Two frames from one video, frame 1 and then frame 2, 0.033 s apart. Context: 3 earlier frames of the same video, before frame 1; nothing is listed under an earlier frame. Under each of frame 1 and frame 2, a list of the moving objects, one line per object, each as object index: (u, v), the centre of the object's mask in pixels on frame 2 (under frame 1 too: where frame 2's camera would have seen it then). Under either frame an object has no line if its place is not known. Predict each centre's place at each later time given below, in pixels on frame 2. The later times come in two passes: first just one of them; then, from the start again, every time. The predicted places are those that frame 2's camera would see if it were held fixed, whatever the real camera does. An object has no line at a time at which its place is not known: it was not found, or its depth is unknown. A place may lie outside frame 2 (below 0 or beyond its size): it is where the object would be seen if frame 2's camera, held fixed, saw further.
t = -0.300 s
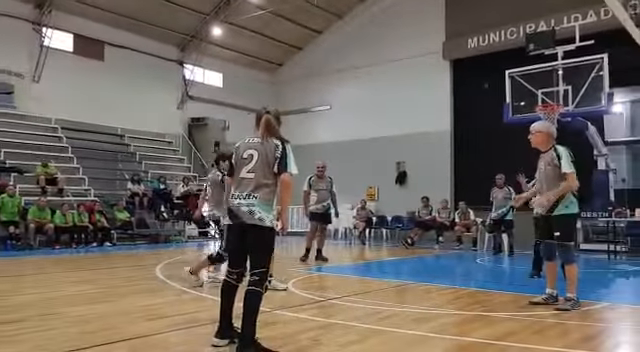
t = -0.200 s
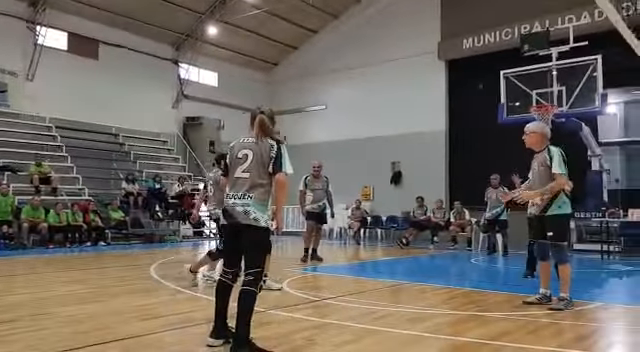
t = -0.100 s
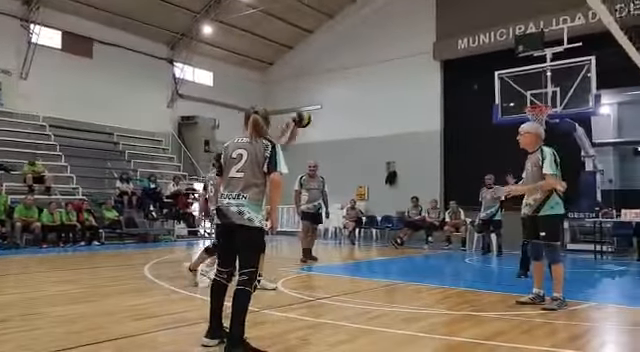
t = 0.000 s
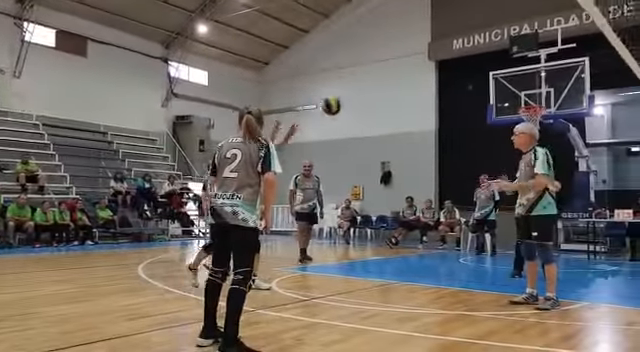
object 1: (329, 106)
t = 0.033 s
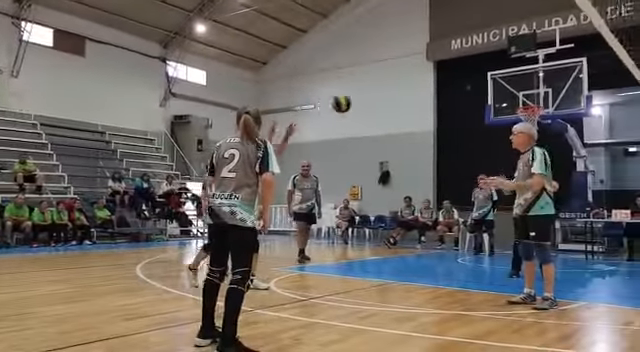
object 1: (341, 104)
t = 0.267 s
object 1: (428, 114)
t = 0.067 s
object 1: (353, 102)
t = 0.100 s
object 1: (365, 102)
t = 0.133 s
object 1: (377, 102)
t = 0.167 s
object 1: (389, 104)
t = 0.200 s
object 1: (402, 107)
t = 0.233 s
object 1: (415, 109)
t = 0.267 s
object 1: (428, 114)
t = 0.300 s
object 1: (441, 119)
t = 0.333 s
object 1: (454, 126)
